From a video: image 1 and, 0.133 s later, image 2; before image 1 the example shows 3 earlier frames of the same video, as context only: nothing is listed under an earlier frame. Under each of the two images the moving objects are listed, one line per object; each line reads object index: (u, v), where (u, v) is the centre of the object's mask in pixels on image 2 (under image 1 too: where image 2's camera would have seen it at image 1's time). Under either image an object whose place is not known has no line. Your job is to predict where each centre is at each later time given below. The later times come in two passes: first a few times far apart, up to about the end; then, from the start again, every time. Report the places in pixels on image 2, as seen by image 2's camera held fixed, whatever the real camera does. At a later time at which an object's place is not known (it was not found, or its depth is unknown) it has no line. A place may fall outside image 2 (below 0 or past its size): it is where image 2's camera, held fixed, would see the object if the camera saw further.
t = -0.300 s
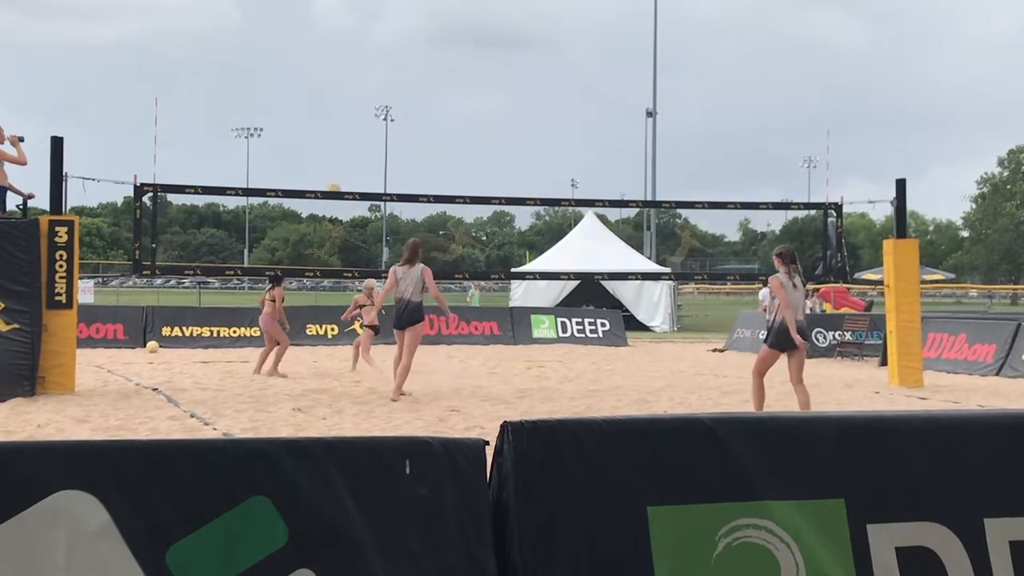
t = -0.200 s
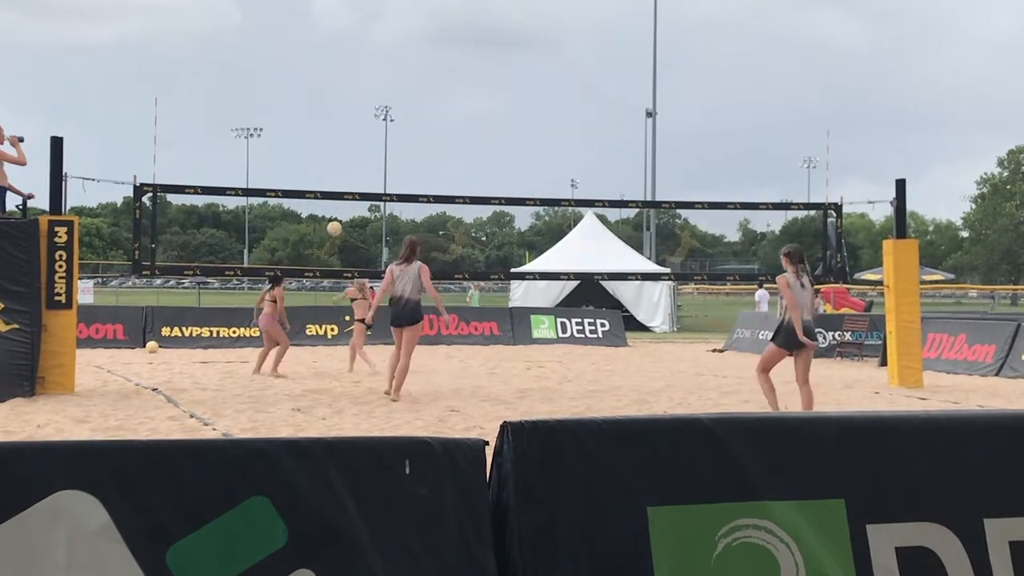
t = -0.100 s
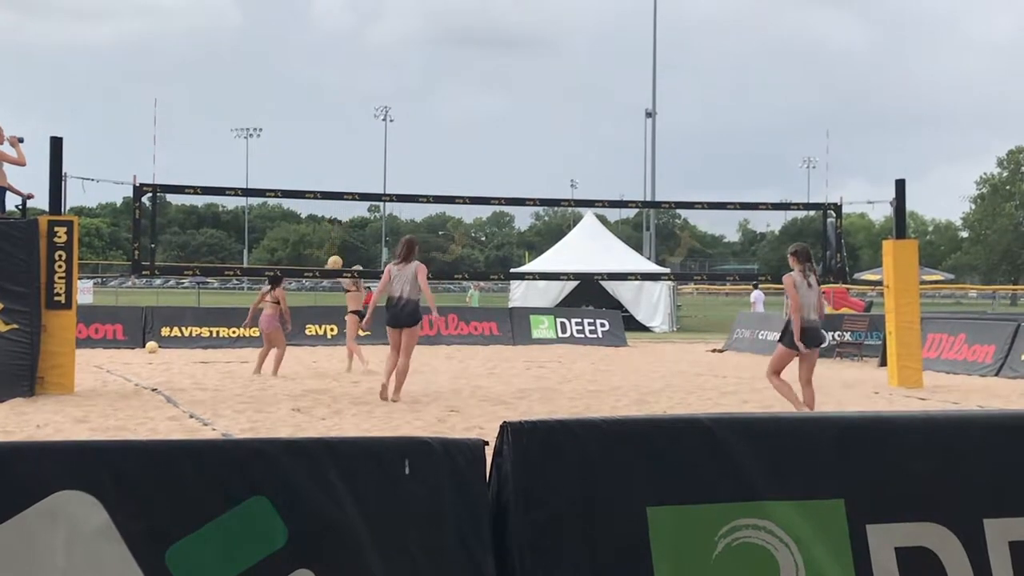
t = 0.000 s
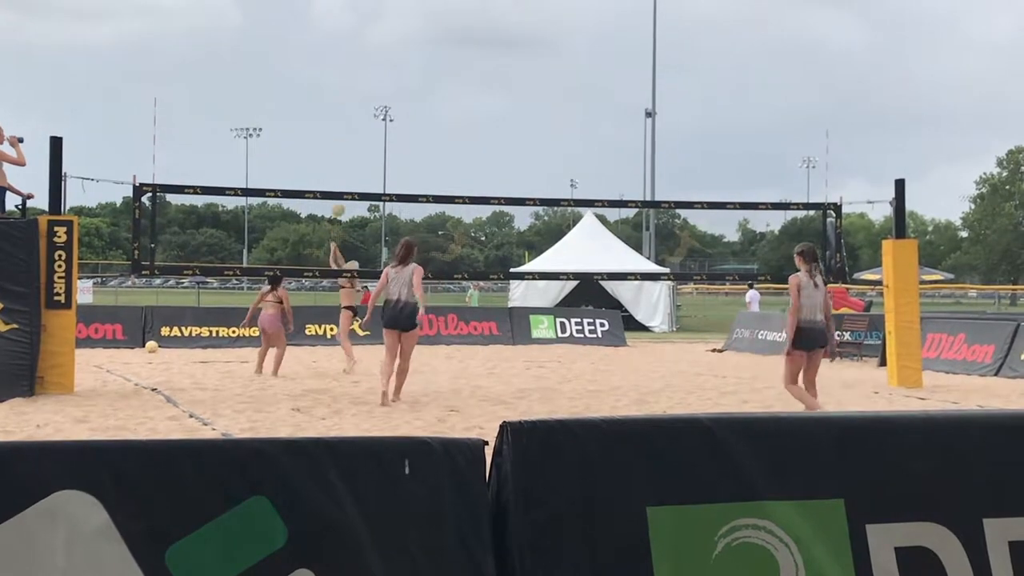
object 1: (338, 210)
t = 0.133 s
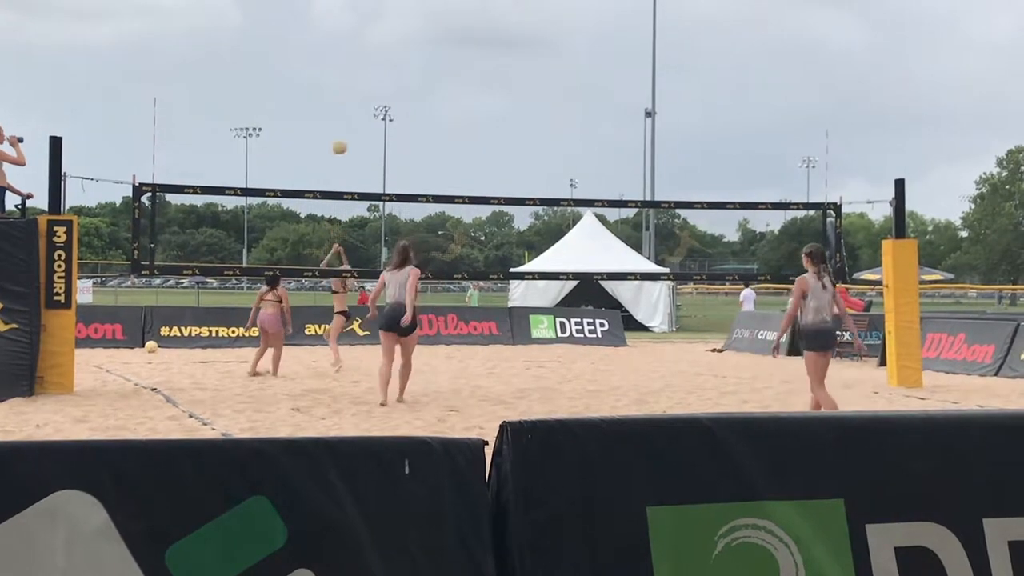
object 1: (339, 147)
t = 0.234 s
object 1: (341, 109)
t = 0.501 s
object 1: (345, 35)
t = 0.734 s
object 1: (349, 9)
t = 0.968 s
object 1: (352, 23)
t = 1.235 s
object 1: (356, 88)
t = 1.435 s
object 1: (358, 171)
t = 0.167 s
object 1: (340, 134)
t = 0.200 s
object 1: (341, 121)
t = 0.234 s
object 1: (341, 109)
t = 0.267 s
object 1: (342, 97)
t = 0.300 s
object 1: (342, 86)
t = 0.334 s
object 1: (343, 75)
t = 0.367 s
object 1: (343, 66)
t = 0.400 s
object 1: (344, 57)
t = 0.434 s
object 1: (344, 49)
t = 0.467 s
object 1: (345, 41)
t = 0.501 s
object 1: (345, 35)
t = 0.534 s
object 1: (346, 29)
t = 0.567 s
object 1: (346, 24)
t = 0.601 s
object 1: (347, 19)
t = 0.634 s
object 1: (347, 16)
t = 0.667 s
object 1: (348, 13)
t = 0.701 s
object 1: (349, 11)
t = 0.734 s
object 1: (349, 9)
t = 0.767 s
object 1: (350, 9)
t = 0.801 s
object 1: (350, 9)
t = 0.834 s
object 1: (351, 11)
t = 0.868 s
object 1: (351, 13)
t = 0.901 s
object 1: (352, 15)
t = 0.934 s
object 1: (352, 19)
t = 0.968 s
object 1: (352, 23)
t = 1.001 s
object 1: (353, 28)
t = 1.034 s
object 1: (354, 34)
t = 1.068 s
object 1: (354, 41)
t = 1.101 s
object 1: (354, 49)
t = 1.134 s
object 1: (355, 57)
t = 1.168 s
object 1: (355, 66)
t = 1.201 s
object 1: (356, 76)
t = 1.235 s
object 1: (356, 88)
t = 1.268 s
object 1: (356, 99)
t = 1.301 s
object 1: (357, 111)
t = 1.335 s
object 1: (357, 126)
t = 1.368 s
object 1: (357, 140)
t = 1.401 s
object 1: (357, 155)
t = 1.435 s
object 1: (358, 171)
